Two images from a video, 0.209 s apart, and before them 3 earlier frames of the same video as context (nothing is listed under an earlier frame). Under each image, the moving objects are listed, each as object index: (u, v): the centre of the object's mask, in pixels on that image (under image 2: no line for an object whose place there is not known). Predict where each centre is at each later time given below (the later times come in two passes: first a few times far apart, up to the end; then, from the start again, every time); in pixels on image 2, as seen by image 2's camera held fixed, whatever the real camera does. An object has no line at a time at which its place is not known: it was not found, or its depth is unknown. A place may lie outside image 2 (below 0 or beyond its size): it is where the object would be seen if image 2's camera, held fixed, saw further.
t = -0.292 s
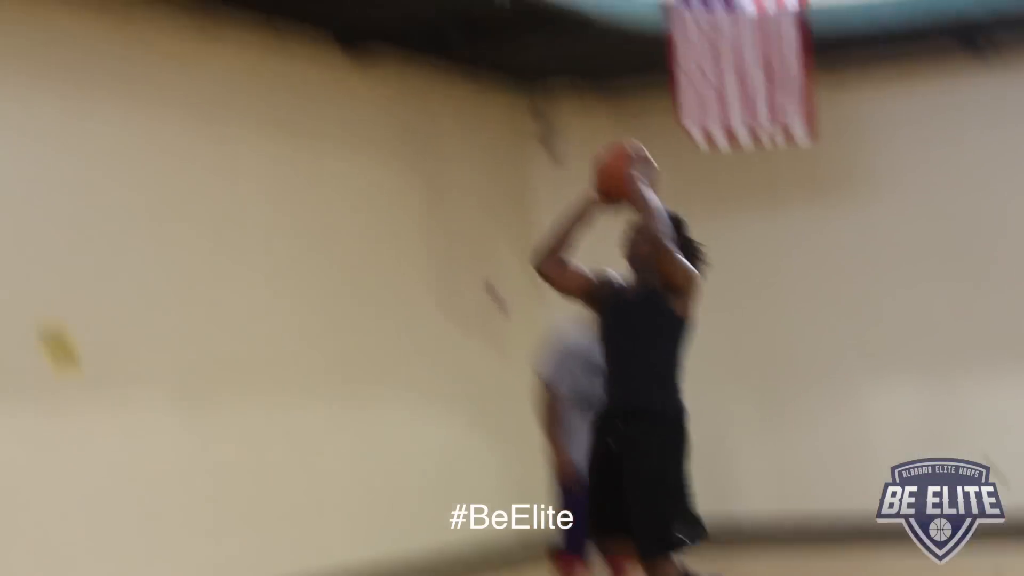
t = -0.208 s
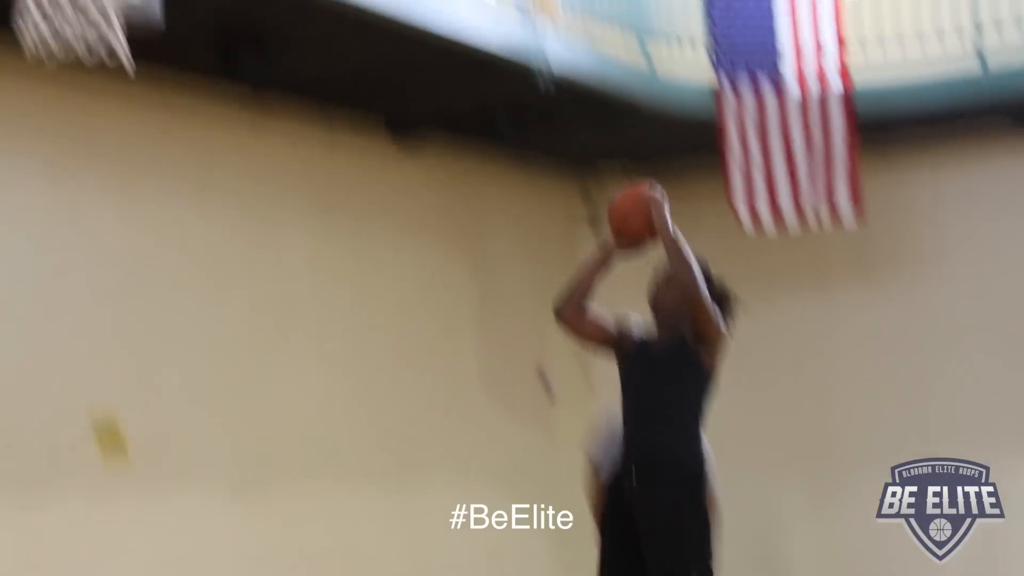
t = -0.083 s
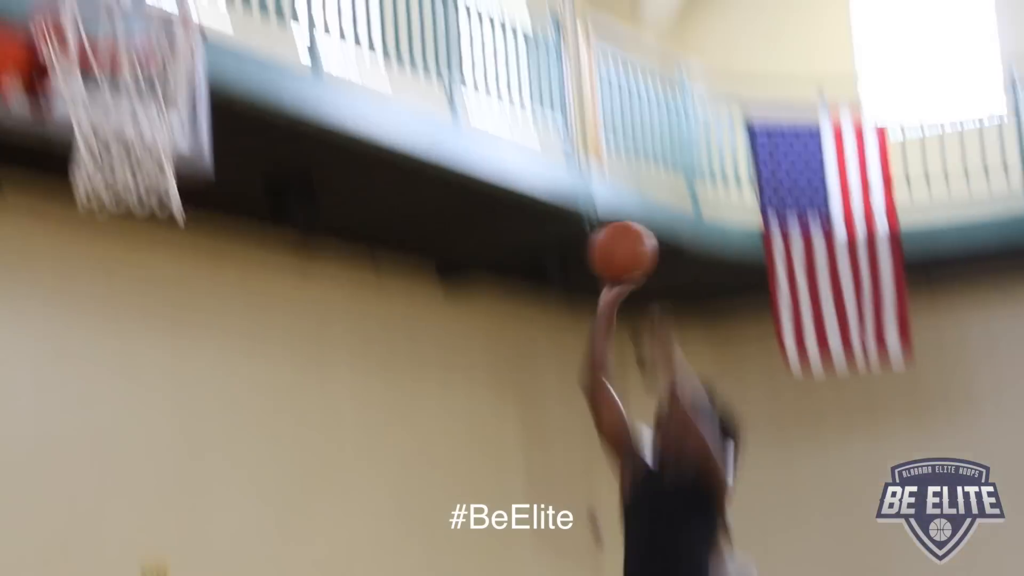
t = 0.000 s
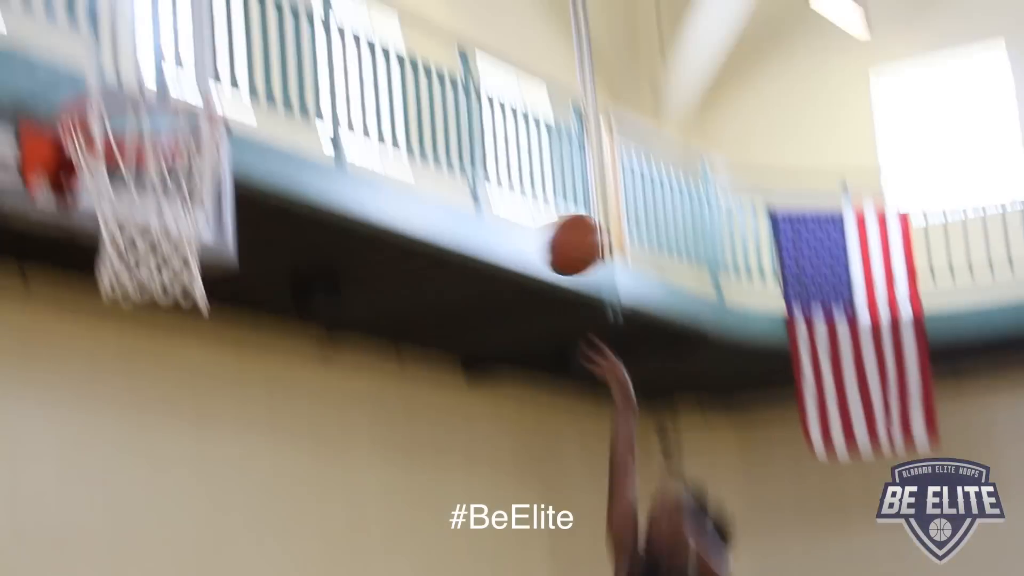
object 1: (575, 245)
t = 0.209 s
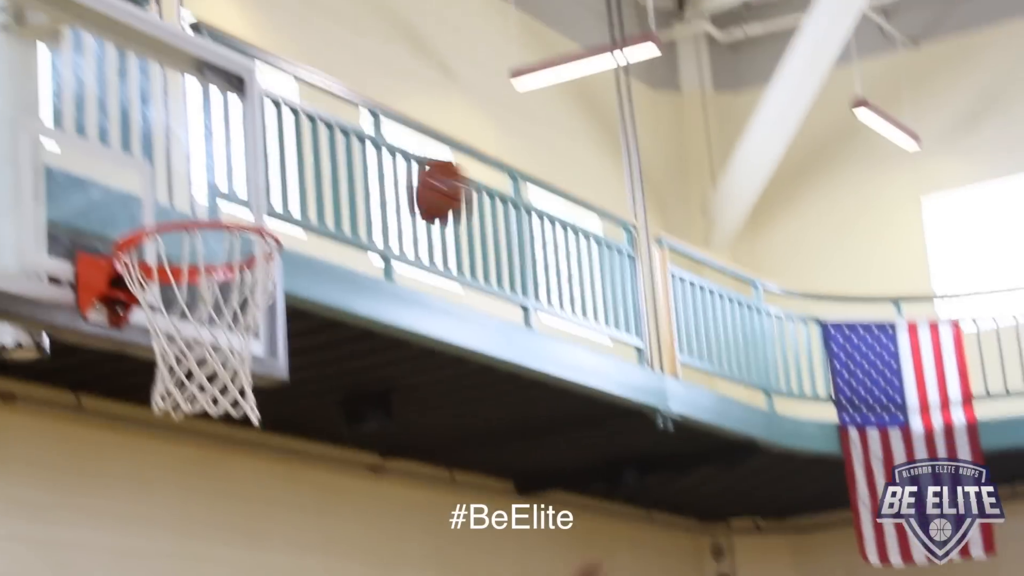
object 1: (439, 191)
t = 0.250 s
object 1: (398, 169)
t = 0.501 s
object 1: (240, 119)
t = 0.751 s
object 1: (227, 242)
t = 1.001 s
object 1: (156, 406)
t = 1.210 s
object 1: (145, 571)
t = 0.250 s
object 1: (398, 169)
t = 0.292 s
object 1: (360, 150)
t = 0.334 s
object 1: (321, 136)
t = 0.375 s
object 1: (282, 129)
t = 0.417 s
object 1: (250, 121)
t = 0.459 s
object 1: (243, 118)
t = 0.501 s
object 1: (240, 119)
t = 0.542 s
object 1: (238, 125)
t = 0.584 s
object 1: (236, 137)
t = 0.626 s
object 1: (235, 153)
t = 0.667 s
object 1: (234, 177)
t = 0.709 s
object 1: (233, 201)
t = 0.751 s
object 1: (227, 242)
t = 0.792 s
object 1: (204, 270)
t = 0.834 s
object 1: (189, 296)
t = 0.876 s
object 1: (166, 341)
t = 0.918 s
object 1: (157, 364)
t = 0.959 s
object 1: (154, 379)
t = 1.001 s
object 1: (156, 406)
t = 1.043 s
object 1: (154, 422)
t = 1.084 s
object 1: (153, 447)
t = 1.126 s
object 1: (153, 482)
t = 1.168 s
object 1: (150, 523)
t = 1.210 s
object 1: (145, 571)
